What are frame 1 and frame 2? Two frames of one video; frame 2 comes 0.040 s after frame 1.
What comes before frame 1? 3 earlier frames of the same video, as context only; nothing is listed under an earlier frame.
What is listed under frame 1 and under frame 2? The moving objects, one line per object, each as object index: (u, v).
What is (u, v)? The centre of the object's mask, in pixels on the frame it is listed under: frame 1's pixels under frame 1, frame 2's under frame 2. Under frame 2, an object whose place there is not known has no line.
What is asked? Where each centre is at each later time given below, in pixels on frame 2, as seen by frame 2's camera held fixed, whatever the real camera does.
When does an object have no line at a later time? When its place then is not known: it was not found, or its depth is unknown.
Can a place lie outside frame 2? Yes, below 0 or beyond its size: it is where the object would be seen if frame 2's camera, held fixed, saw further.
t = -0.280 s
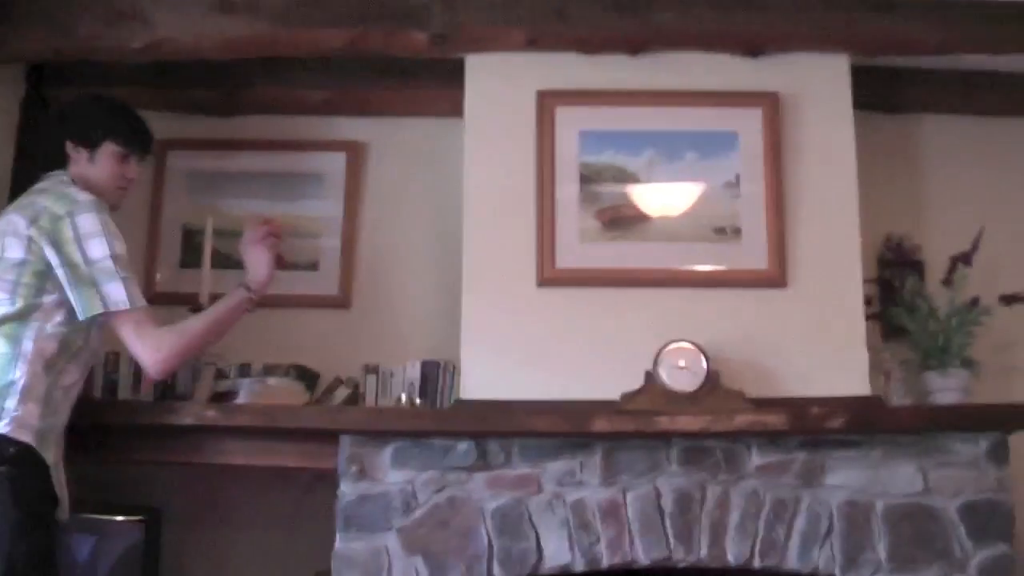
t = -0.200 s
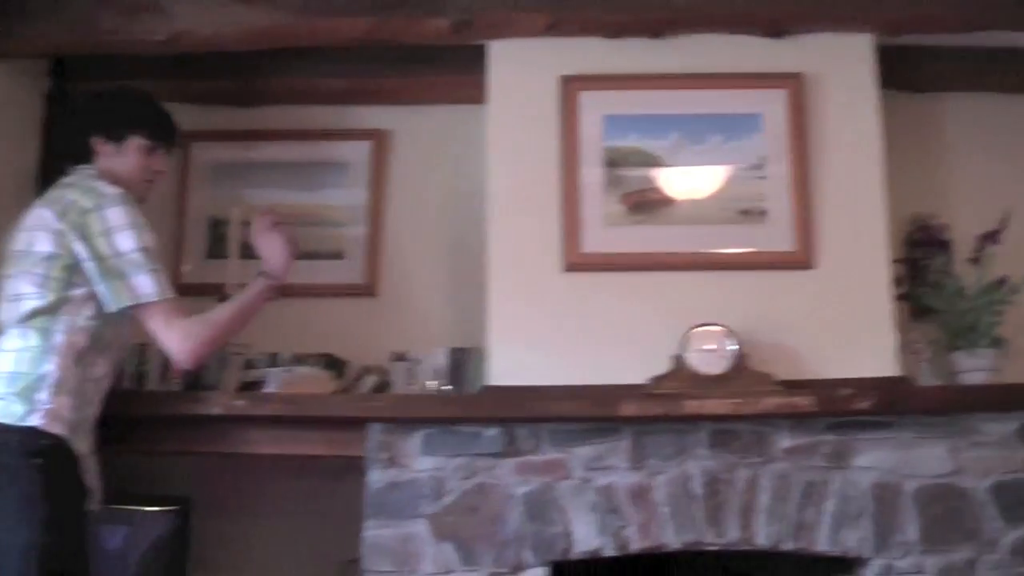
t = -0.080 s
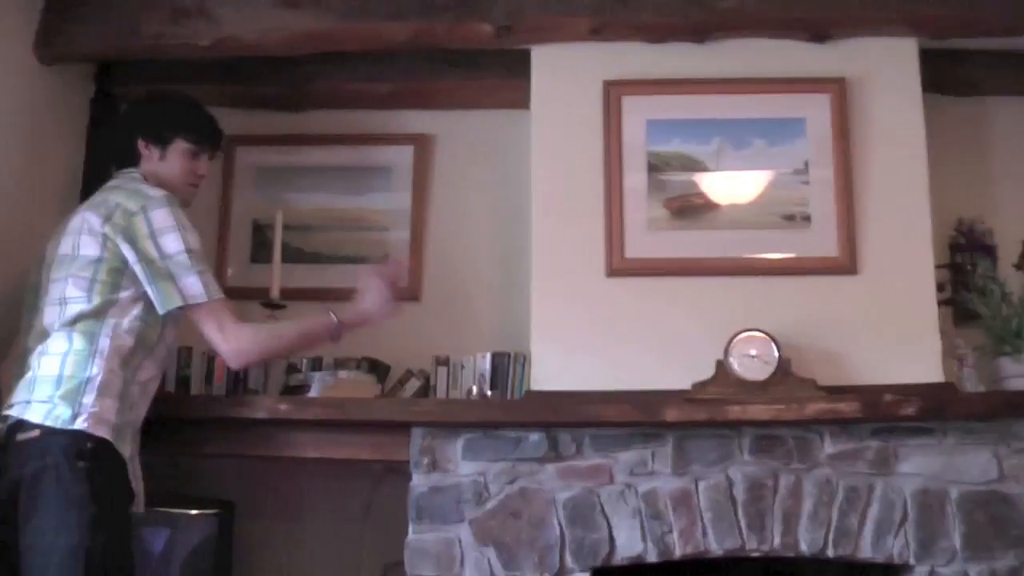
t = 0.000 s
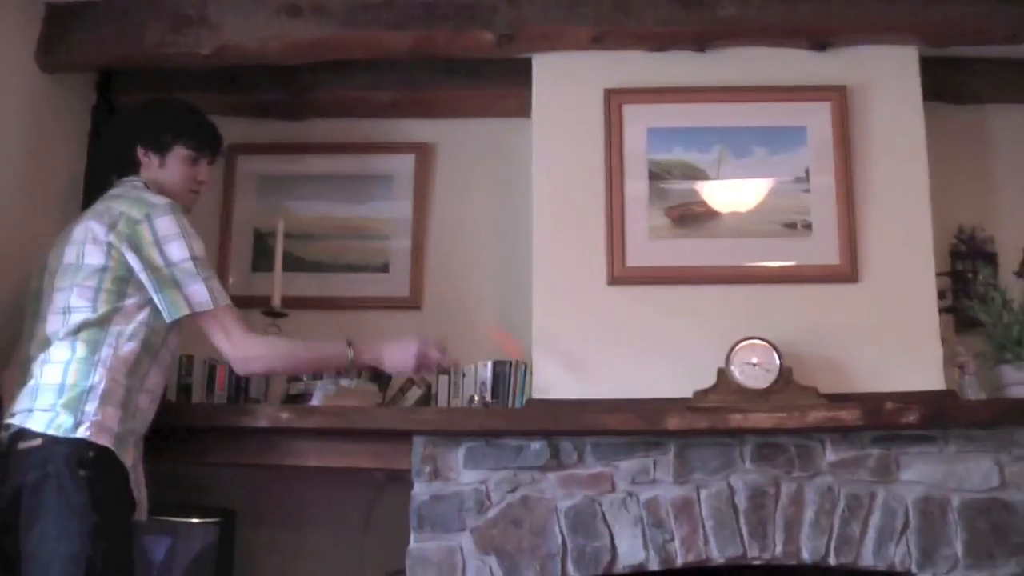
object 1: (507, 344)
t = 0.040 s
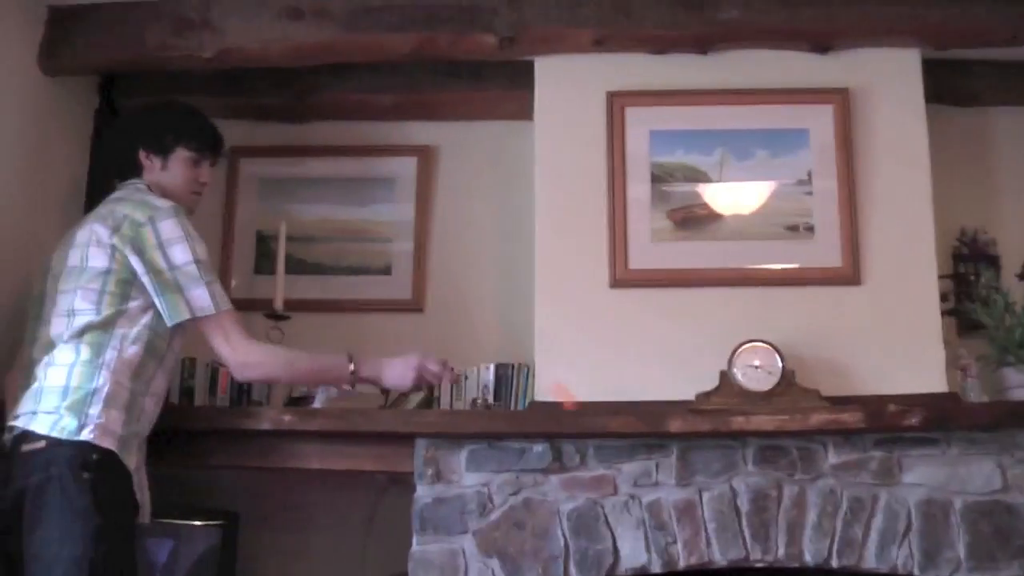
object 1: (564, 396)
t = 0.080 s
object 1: (607, 367)
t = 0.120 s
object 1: (644, 324)
